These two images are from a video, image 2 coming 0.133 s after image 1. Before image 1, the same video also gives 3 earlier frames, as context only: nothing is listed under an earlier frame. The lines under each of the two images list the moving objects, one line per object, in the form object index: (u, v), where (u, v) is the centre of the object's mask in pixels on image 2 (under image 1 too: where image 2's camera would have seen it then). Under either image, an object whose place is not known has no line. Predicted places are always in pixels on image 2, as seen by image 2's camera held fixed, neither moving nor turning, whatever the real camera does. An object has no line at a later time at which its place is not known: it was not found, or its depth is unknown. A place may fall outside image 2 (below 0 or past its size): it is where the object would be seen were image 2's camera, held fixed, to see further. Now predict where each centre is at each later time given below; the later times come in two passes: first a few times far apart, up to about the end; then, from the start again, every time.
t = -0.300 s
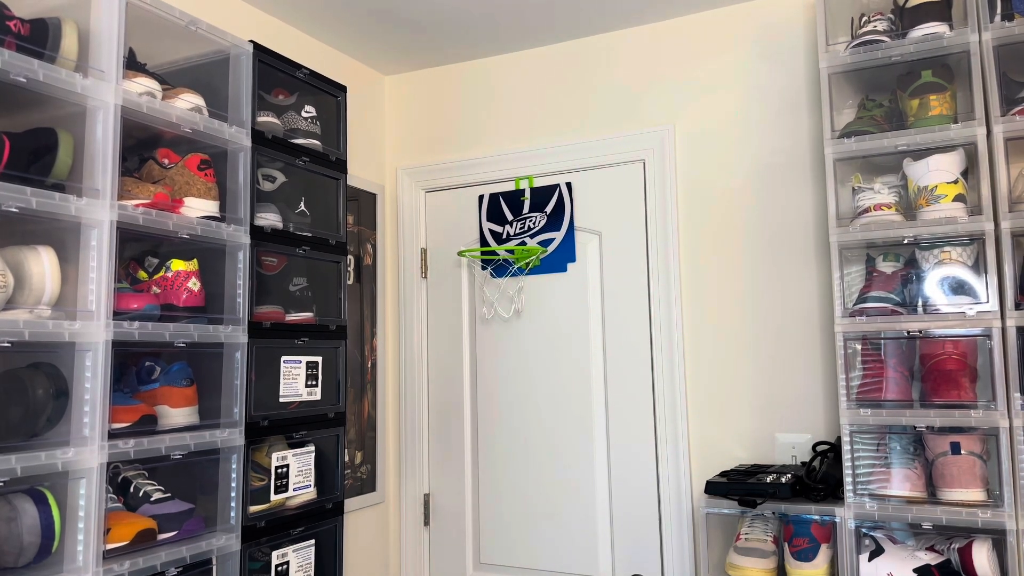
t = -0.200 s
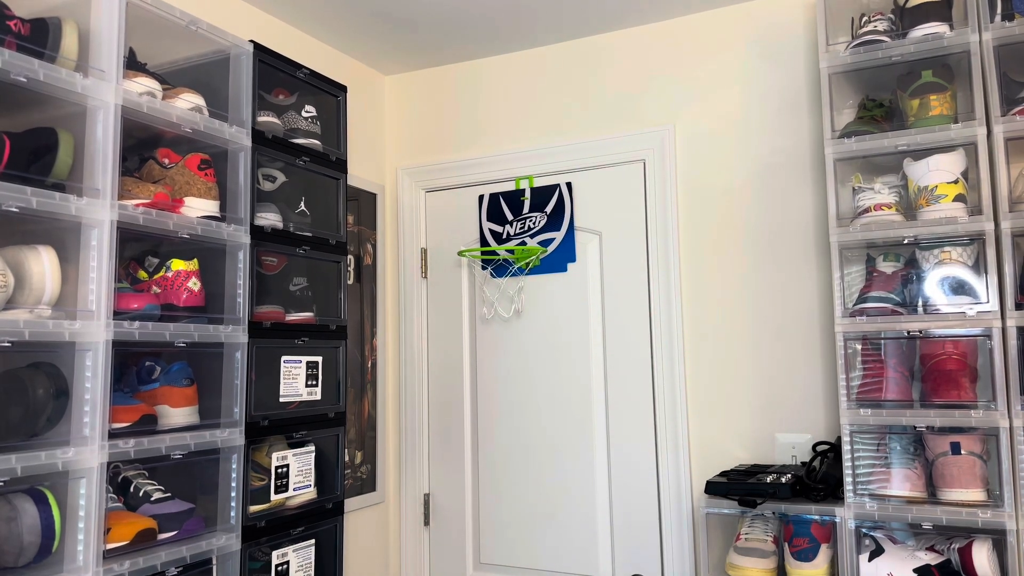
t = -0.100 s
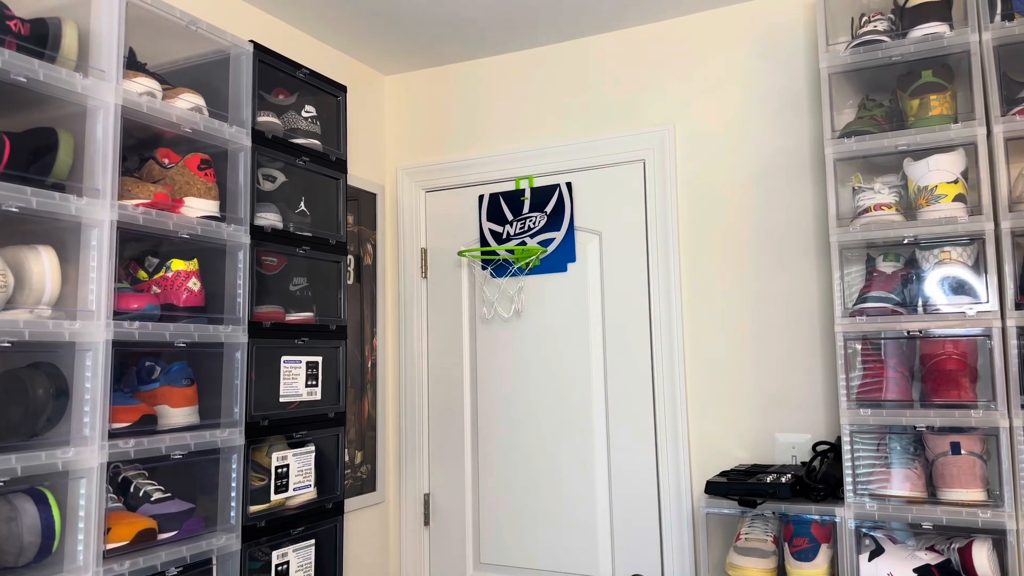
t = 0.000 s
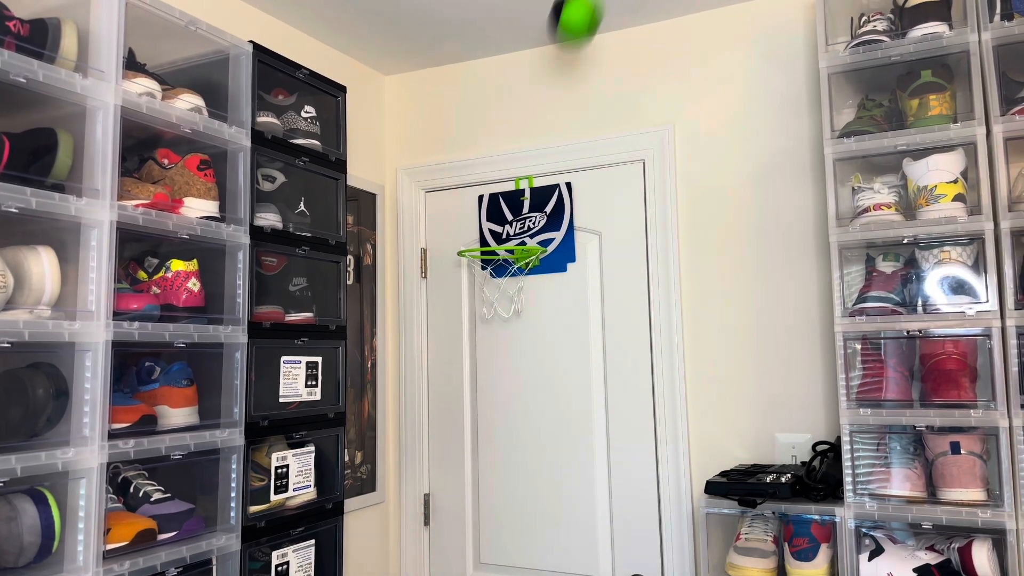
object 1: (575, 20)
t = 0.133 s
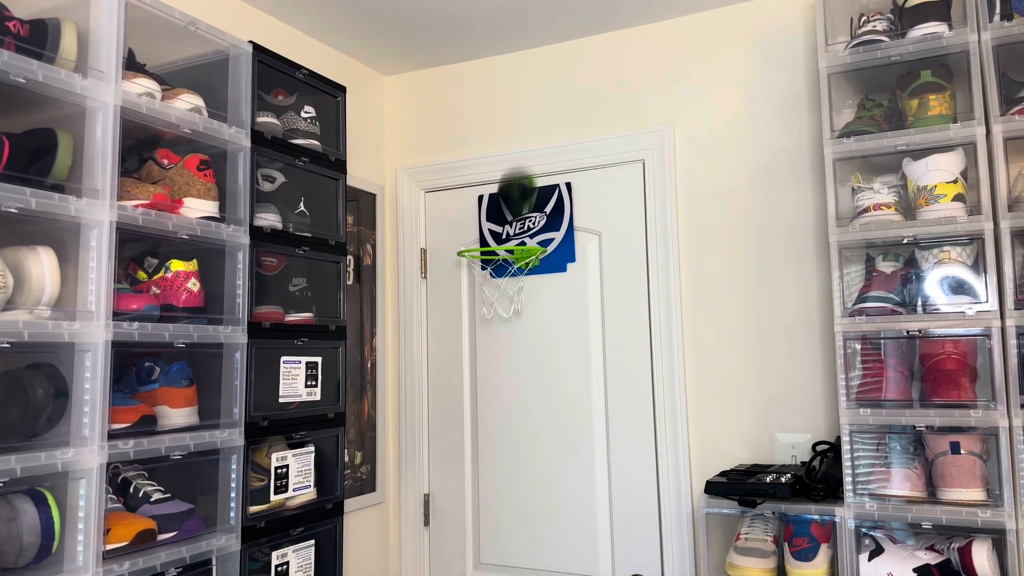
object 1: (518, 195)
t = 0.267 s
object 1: (489, 304)
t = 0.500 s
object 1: (449, 520)
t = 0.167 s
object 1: (506, 234)
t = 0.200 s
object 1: (499, 274)
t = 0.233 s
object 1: (493, 290)
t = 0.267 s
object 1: (489, 304)
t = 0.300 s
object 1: (484, 321)
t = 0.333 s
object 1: (480, 343)
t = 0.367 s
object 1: (474, 372)
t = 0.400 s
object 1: (468, 402)
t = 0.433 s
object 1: (461, 436)
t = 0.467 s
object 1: (455, 477)
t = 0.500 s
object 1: (449, 520)
